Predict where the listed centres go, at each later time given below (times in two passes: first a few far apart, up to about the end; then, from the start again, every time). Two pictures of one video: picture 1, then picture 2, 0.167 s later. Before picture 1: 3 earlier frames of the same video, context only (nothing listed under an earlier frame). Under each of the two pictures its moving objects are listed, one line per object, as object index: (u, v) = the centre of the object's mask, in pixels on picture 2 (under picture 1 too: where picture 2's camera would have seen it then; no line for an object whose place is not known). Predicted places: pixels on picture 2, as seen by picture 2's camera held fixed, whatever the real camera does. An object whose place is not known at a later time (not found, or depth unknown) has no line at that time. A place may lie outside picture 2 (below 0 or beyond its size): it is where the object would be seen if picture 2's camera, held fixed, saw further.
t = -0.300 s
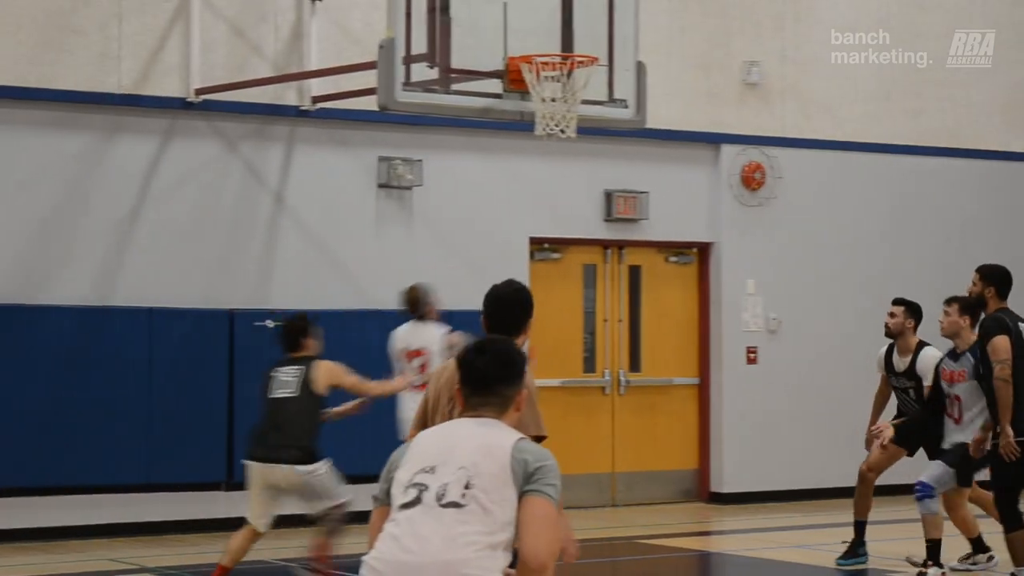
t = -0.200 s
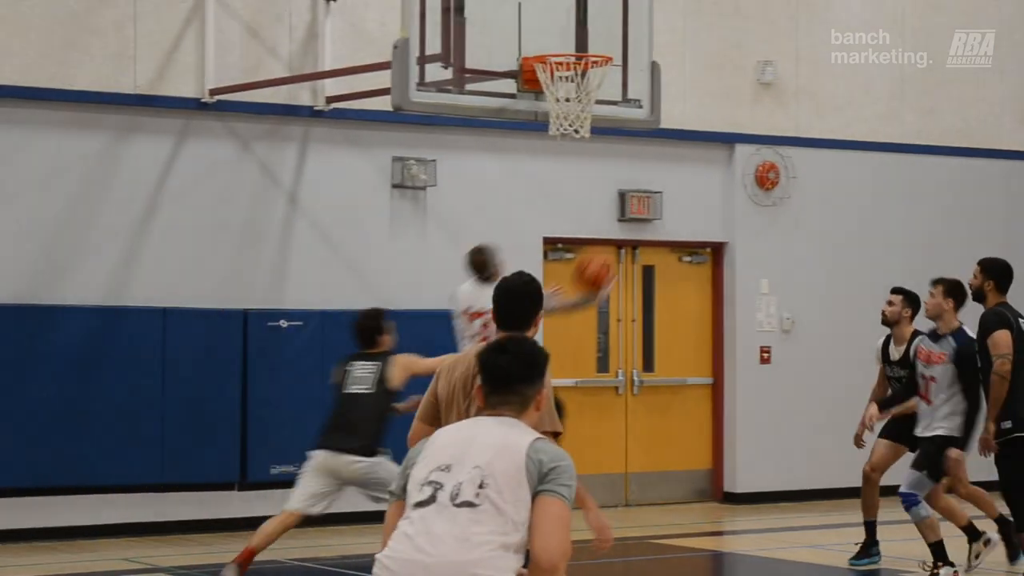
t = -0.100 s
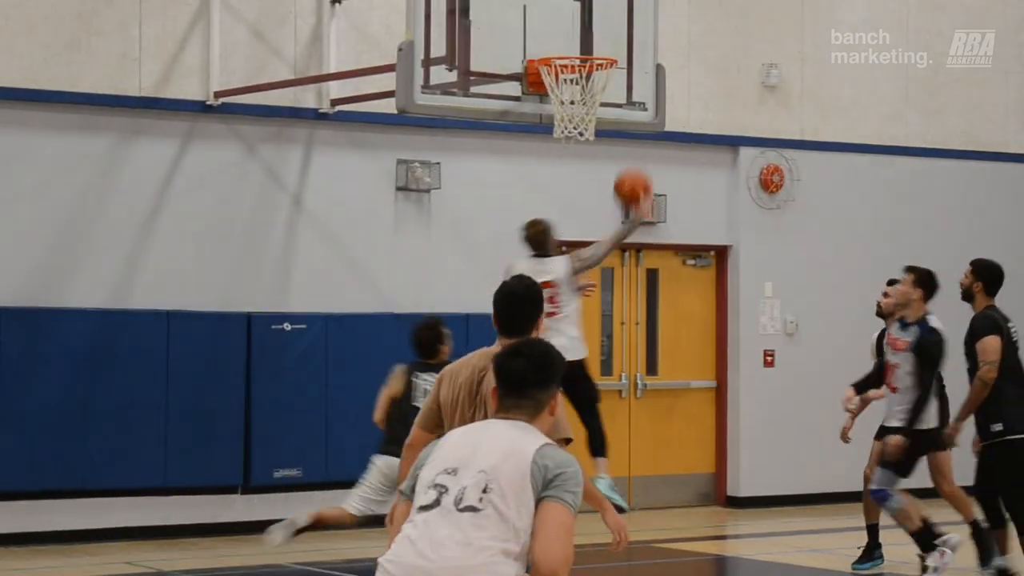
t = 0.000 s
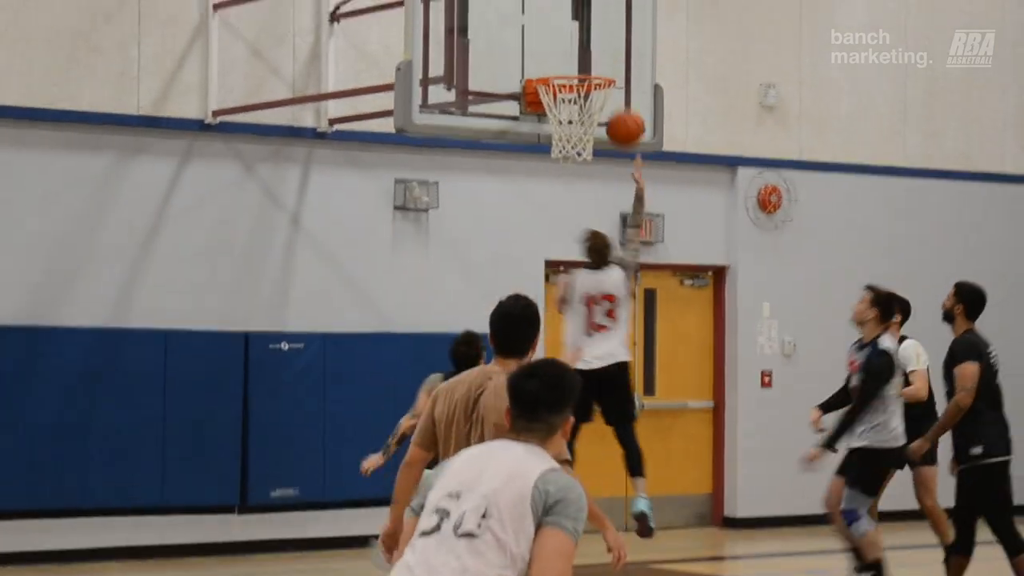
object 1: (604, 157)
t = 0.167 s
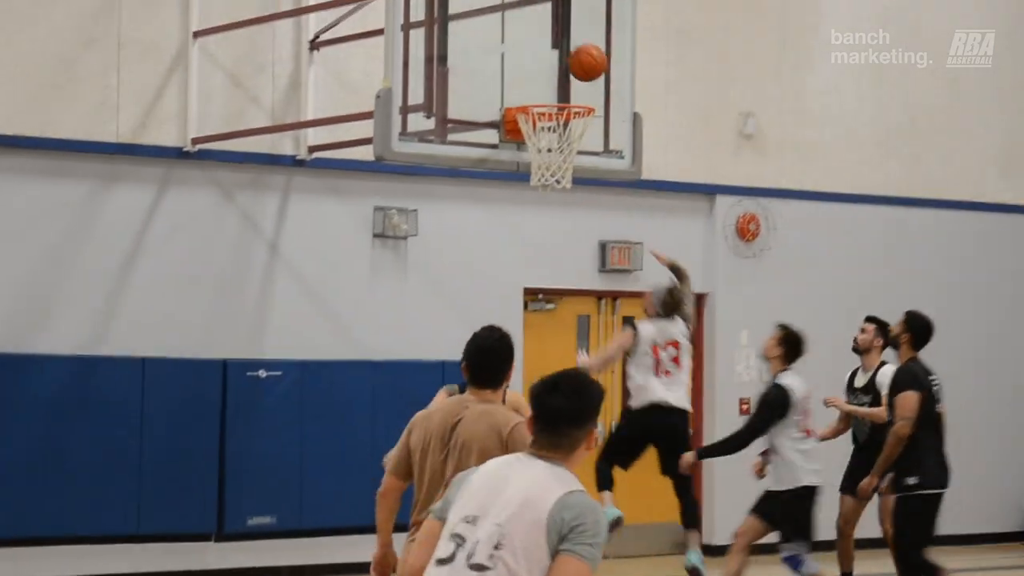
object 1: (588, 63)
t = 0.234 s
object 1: (588, 50)
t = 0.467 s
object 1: (589, 60)
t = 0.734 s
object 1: (577, 65)
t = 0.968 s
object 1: (560, 93)
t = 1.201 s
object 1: (547, 200)
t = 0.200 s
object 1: (587, 55)
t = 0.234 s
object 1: (588, 50)
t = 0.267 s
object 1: (588, 46)
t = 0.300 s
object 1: (588, 44)
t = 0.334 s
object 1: (588, 44)
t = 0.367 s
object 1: (589, 45)
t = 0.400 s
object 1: (589, 48)
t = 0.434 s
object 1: (589, 53)
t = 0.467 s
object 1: (589, 60)
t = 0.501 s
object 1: (589, 68)
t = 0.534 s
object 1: (589, 79)
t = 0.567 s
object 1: (589, 90)
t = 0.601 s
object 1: (587, 84)
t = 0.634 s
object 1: (585, 77)
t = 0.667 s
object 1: (583, 71)
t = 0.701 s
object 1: (579, 67)
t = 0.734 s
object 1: (577, 65)
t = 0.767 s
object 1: (575, 64)
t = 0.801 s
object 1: (572, 66)
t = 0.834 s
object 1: (570, 69)
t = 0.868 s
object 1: (567, 74)
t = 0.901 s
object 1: (565, 80)
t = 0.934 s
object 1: (563, 88)
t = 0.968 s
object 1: (560, 93)
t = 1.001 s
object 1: (557, 111)
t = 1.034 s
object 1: (553, 125)
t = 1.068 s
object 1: (552, 140)
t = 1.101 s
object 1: (550, 160)
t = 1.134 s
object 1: (547, 172)
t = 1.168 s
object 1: (548, 193)
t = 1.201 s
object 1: (547, 200)
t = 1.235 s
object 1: (547, 215)
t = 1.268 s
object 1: (546, 233)
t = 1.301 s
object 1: (545, 252)
